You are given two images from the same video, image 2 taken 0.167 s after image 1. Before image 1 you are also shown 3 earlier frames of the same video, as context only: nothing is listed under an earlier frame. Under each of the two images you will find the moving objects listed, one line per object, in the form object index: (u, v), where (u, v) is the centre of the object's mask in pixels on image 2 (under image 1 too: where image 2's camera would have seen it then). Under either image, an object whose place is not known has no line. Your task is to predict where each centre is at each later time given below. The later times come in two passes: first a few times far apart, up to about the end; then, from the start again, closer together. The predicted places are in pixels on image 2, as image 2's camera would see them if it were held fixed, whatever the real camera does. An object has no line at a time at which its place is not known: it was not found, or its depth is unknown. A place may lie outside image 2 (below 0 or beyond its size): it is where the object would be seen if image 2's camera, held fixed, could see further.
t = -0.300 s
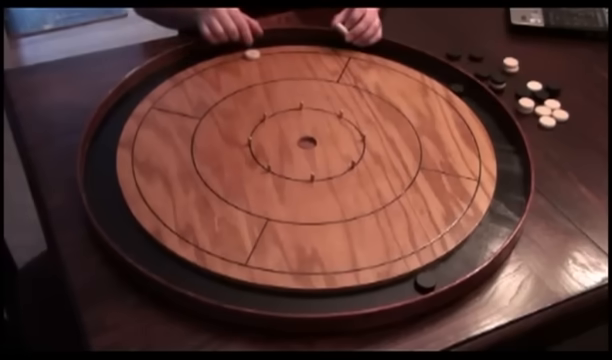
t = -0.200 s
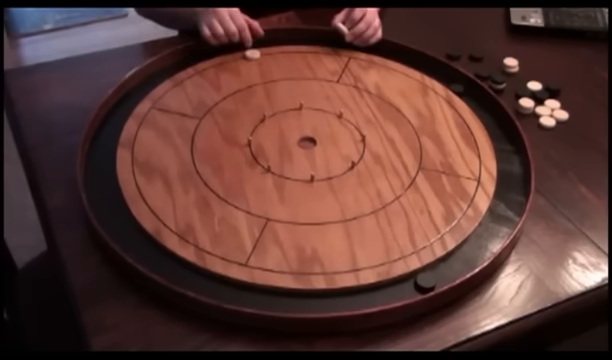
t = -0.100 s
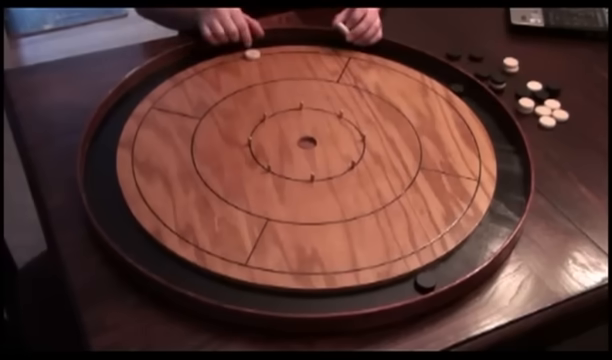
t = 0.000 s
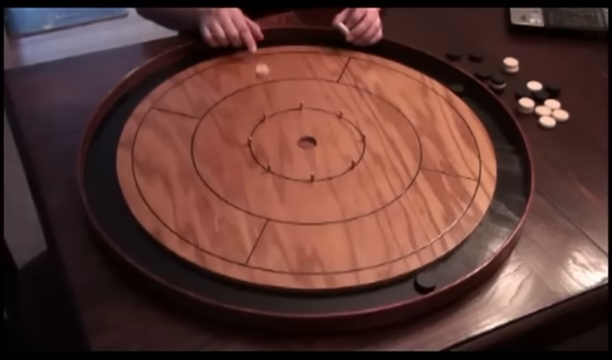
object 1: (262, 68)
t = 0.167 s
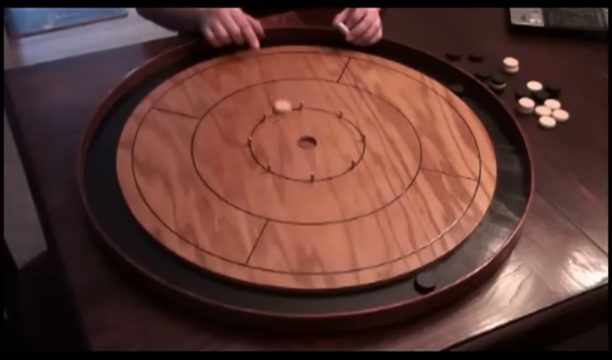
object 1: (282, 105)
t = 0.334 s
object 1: (298, 133)
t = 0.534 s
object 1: (309, 141)
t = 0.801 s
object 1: (306, 142)
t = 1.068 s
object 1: (306, 142)
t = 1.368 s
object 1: (306, 142)
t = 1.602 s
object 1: (306, 142)
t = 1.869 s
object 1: (306, 142)
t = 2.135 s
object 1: (306, 142)
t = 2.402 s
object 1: (306, 142)
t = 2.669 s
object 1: (307, 142)
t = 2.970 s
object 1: (307, 142)
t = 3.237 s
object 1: (307, 142)
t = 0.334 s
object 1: (298, 133)
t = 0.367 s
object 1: (301, 137)
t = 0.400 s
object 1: (303, 140)
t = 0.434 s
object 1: (306, 143)
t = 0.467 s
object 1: (309, 142)
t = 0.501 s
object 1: (309, 142)
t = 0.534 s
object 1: (309, 141)
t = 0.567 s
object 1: (307, 141)
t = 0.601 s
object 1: (306, 141)
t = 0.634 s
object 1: (306, 142)
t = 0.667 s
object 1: (306, 142)
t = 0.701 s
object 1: (306, 142)
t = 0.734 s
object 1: (306, 142)
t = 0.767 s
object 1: (306, 142)
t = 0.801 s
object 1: (306, 142)
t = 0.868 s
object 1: (306, 142)
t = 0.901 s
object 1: (306, 142)
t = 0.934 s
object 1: (306, 142)
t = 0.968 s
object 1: (306, 142)
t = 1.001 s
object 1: (306, 142)
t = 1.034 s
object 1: (306, 142)
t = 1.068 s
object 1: (306, 142)
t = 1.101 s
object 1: (306, 142)
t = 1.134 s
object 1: (306, 142)
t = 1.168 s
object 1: (306, 142)
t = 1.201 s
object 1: (306, 142)
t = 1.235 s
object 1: (306, 142)
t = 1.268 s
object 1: (306, 142)
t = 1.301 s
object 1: (306, 142)
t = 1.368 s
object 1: (306, 142)
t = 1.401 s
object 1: (306, 142)
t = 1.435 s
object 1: (306, 142)
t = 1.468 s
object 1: (306, 142)
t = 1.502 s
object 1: (306, 142)
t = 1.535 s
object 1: (306, 142)
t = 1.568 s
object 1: (306, 142)
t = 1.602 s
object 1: (306, 142)
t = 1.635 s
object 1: (306, 142)
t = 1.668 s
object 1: (306, 142)
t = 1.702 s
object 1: (306, 142)
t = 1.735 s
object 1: (306, 142)
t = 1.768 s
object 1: (306, 142)
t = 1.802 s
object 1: (306, 142)
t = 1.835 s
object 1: (306, 142)
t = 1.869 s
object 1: (306, 142)
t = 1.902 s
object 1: (306, 142)
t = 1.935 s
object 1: (306, 142)
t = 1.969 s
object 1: (306, 142)
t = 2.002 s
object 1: (306, 142)
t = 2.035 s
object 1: (306, 142)
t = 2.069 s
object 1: (306, 142)
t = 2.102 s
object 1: (306, 142)
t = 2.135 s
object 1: (306, 142)
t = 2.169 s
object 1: (306, 142)
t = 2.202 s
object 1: (306, 142)
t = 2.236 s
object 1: (306, 142)
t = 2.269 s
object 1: (306, 142)
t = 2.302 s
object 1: (306, 142)
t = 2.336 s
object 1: (306, 142)
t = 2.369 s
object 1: (306, 142)
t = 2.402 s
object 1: (306, 142)
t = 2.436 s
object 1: (306, 142)
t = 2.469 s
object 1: (306, 142)
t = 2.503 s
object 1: (306, 142)
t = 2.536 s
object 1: (307, 142)
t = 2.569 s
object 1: (307, 142)
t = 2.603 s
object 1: (307, 142)
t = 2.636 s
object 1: (307, 142)
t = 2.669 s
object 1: (307, 142)
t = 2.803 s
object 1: (307, 142)
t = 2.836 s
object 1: (307, 142)
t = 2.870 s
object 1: (307, 142)
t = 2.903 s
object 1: (306, 142)
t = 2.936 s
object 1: (307, 142)
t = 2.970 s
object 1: (307, 142)
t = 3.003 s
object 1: (307, 142)
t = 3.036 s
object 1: (307, 142)
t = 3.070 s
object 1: (307, 142)
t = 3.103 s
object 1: (307, 142)
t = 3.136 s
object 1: (307, 142)
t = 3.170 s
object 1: (307, 142)
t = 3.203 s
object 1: (307, 142)
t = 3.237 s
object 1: (307, 142)
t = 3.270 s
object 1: (307, 142)
